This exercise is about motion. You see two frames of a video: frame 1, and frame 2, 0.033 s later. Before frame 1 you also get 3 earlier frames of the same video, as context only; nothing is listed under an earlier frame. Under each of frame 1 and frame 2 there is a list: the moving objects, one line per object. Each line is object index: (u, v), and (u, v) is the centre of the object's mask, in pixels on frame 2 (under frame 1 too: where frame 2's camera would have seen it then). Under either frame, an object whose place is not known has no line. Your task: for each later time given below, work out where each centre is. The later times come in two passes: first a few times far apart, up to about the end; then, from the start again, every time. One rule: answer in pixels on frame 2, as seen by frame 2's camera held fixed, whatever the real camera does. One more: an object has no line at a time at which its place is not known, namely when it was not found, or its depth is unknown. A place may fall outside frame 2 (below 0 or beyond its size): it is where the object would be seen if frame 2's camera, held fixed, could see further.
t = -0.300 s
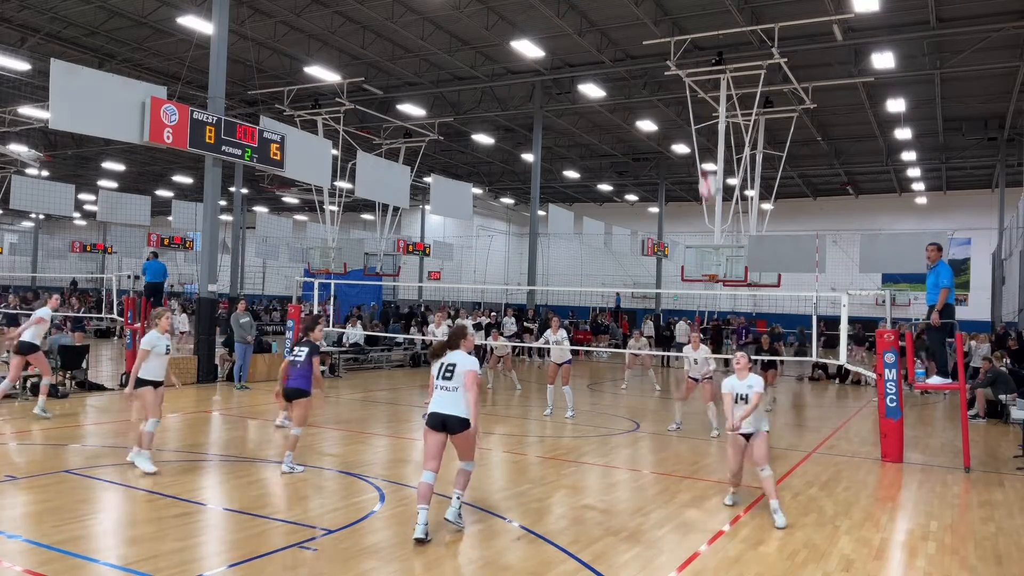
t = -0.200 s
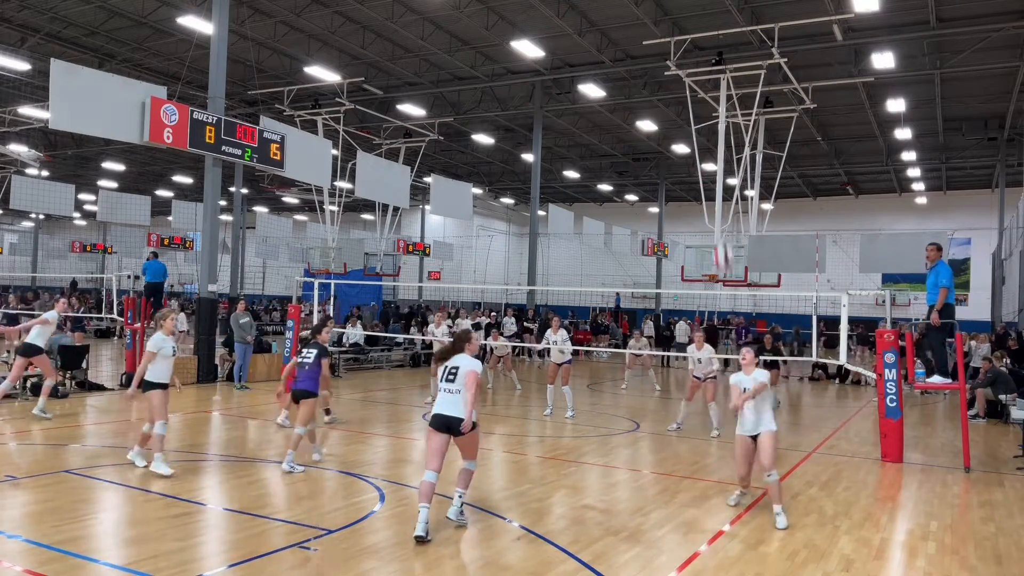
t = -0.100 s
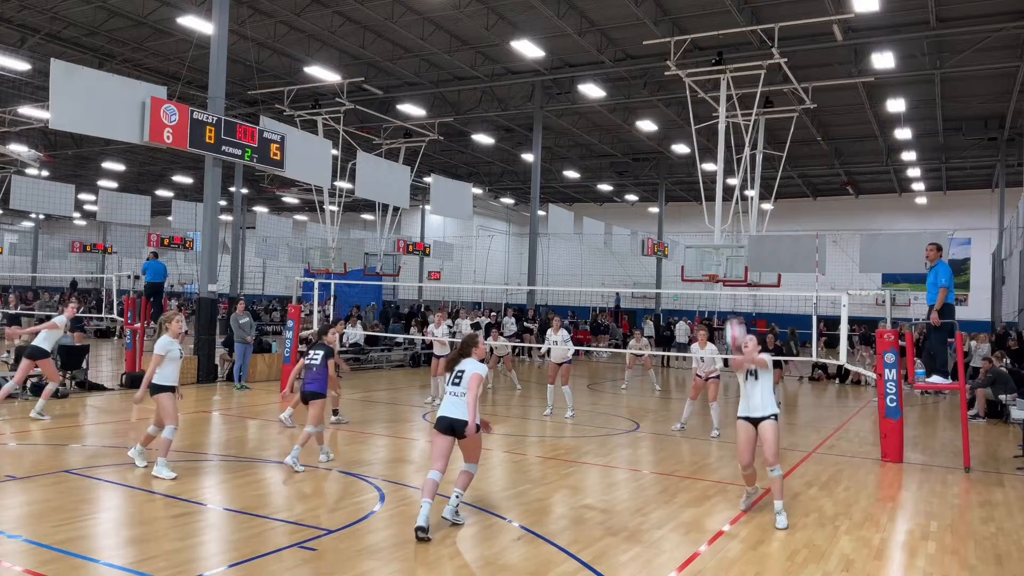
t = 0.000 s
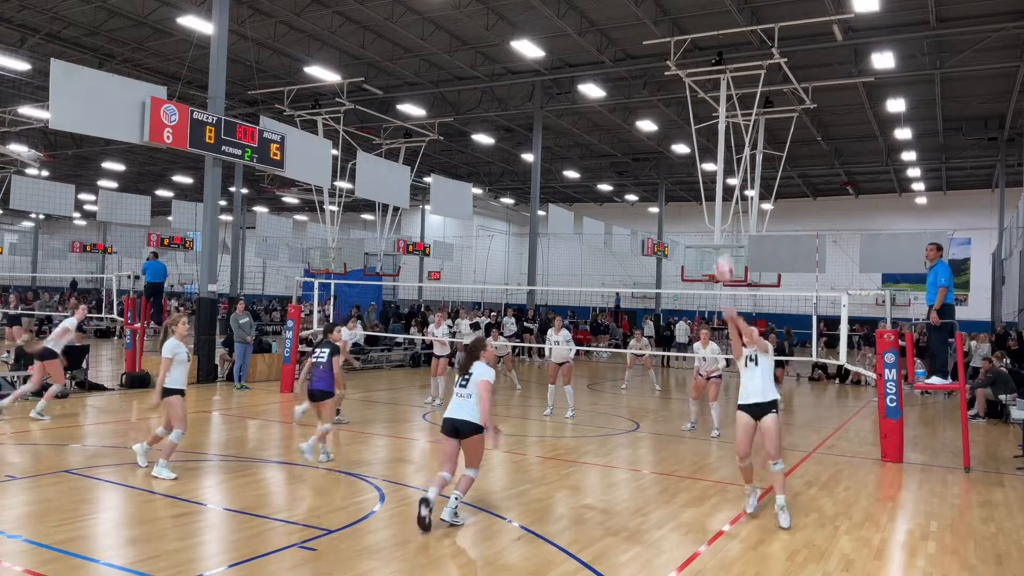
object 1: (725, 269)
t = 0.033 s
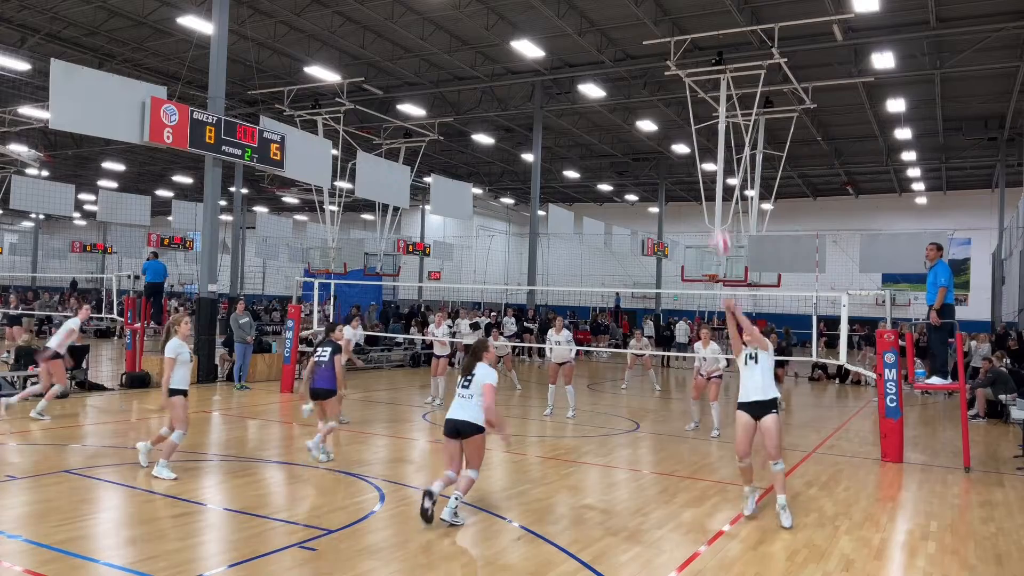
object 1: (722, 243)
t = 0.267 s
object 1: (694, 106)
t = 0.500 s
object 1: (672, 35)
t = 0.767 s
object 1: (648, 22)
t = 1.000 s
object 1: (627, 59)
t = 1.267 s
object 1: (605, 147)
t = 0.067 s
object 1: (717, 217)
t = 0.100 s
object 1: (710, 194)
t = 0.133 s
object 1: (707, 176)
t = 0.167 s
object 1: (704, 153)
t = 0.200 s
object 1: (701, 138)
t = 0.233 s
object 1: (697, 121)
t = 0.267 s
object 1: (694, 106)
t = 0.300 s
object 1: (690, 92)
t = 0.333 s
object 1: (687, 80)
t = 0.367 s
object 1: (684, 68)
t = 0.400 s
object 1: (681, 58)
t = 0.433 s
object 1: (678, 50)
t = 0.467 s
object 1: (675, 42)
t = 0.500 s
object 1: (672, 35)
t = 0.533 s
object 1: (669, 30)
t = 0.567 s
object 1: (666, 26)
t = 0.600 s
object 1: (662, 23)
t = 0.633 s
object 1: (659, 20)
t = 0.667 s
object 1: (656, 19)
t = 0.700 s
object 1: (653, 20)
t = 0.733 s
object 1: (650, 20)
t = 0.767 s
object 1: (648, 22)
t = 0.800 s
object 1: (645, 25)
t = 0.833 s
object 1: (642, 29)
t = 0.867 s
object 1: (639, 33)
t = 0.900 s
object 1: (636, 38)
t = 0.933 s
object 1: (633, 44)
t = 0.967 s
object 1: (630, 51)
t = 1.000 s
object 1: (627, 59)
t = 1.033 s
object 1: (624, 67)
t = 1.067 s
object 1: (622, 77)
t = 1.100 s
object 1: (619, 86)
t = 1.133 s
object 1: (616, 97)
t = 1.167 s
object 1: (613, 109)
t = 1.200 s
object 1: (610, 121)
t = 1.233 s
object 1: (607, 133)
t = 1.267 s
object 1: (605, 147)
